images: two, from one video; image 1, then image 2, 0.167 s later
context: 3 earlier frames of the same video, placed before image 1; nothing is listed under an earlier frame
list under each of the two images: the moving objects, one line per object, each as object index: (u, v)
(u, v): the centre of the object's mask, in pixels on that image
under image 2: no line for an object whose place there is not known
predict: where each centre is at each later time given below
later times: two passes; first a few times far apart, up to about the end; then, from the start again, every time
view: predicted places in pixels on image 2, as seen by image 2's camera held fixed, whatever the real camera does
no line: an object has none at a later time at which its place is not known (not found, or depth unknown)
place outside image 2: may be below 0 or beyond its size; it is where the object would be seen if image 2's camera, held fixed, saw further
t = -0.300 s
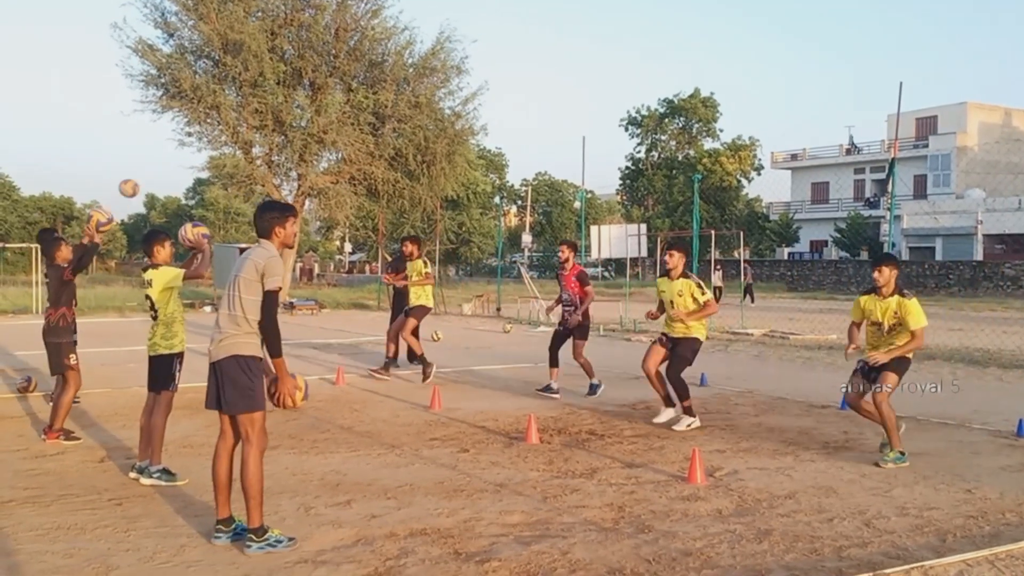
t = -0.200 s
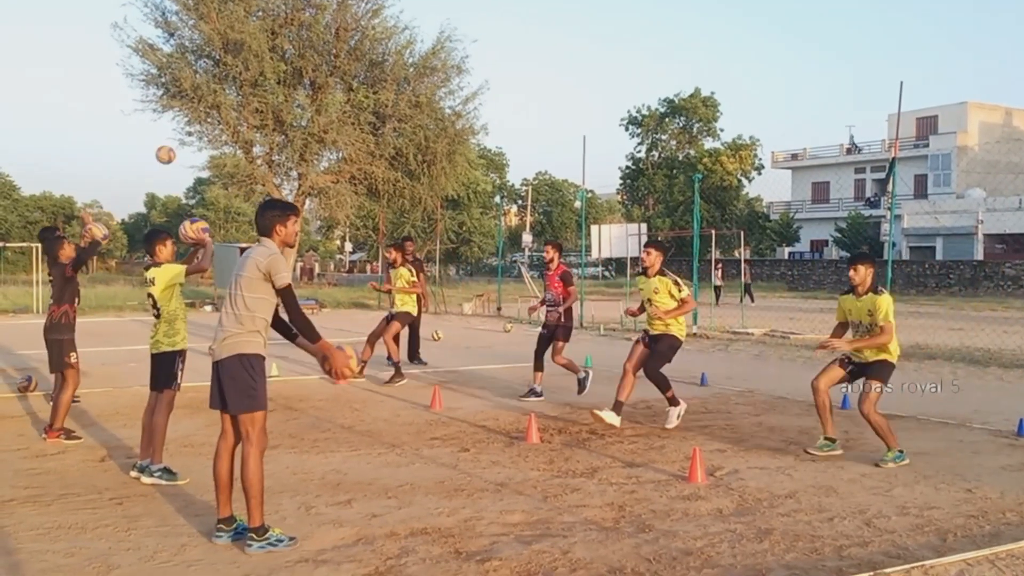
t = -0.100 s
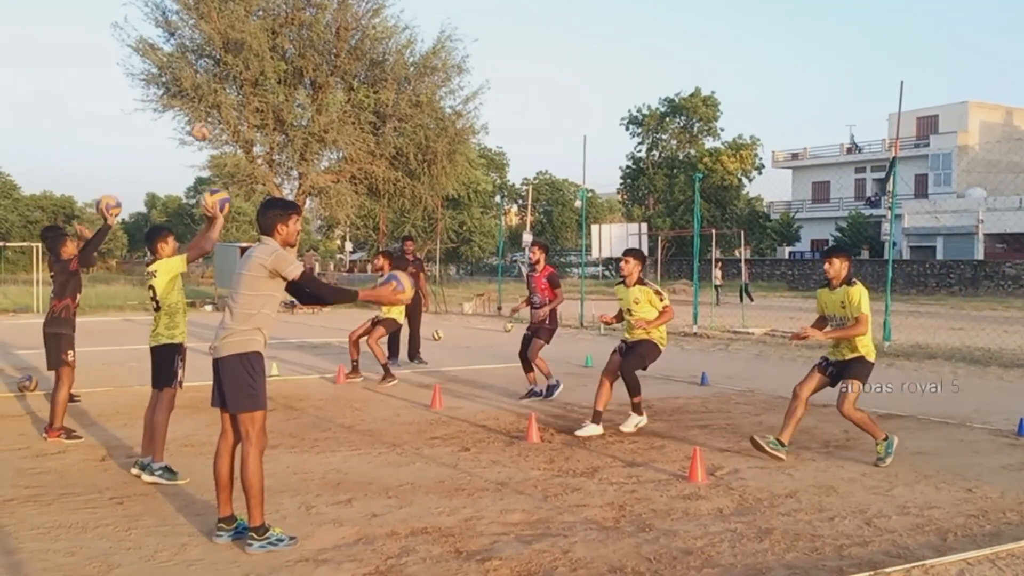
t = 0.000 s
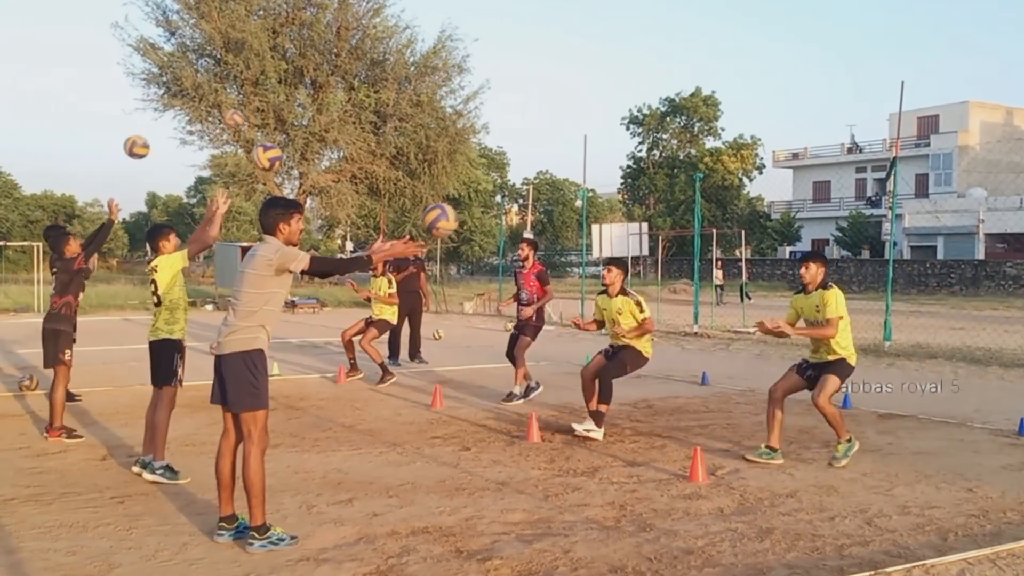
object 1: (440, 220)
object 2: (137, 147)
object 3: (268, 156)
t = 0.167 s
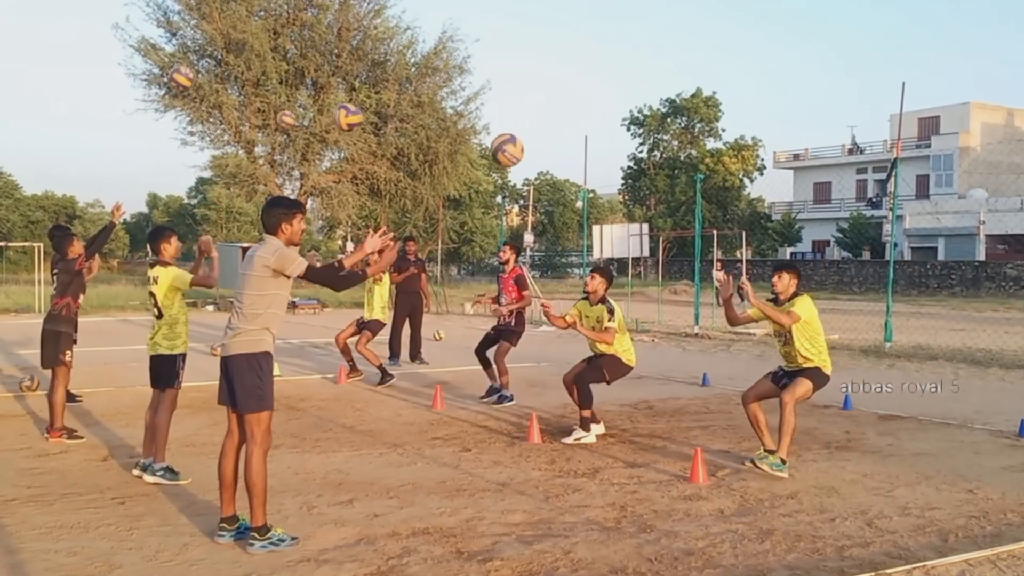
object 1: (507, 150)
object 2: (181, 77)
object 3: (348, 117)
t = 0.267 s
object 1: (544, 132)
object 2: (207, 53)
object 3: (393, 113)
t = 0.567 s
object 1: (642, 174)
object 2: (275, 50)
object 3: (510, 176)
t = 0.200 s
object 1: (519, 142)
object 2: (190, 67)
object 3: (363, 114)
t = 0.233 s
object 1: (532, 136)
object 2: (198, 60)
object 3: (378, 113)
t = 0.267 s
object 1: (544, 132)
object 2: (207, 53)
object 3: (393, 113)
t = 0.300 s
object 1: (556, 130)
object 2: (215, 47)
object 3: (407, 114)
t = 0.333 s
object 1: (567, 129)
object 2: (222, 43)
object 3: (421, 117)
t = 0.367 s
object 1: (579, 130)
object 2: (230, 40)
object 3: (434, 122)
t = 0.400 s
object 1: (590, 133)
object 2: (237, 39)
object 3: (447, 128)
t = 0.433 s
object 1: (600, 138)
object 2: (245, 39)
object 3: (460, 135)
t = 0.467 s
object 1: (611, 145)
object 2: (252, 39)
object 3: (473, 143)
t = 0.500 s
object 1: (622, 153)
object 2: (260, 41)
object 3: (486, 153)
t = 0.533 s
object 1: (632, 163)
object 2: (267, 45)
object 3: (498, 165)
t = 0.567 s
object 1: (642, 174)
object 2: (275, 50)
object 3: (510, 176)
